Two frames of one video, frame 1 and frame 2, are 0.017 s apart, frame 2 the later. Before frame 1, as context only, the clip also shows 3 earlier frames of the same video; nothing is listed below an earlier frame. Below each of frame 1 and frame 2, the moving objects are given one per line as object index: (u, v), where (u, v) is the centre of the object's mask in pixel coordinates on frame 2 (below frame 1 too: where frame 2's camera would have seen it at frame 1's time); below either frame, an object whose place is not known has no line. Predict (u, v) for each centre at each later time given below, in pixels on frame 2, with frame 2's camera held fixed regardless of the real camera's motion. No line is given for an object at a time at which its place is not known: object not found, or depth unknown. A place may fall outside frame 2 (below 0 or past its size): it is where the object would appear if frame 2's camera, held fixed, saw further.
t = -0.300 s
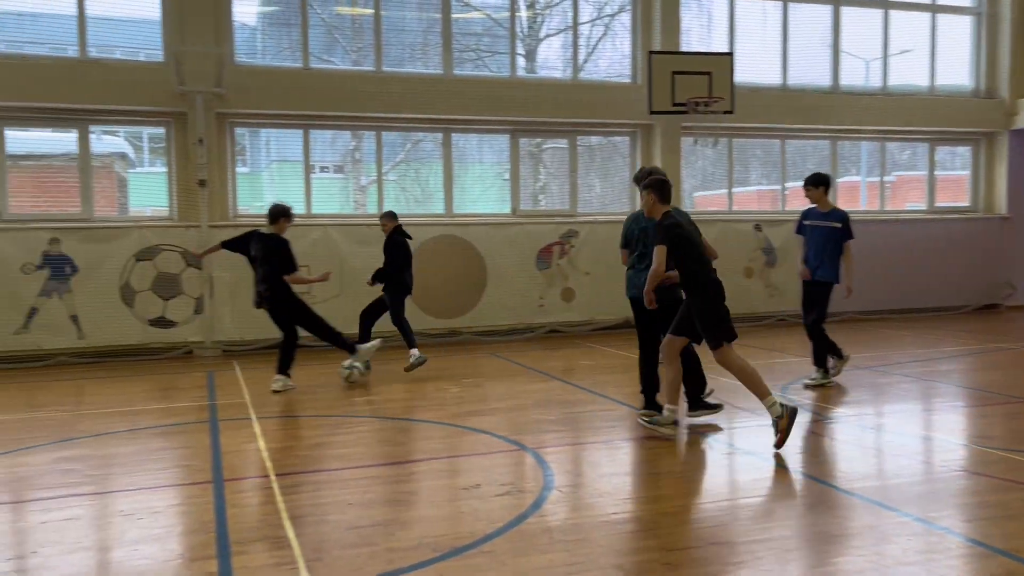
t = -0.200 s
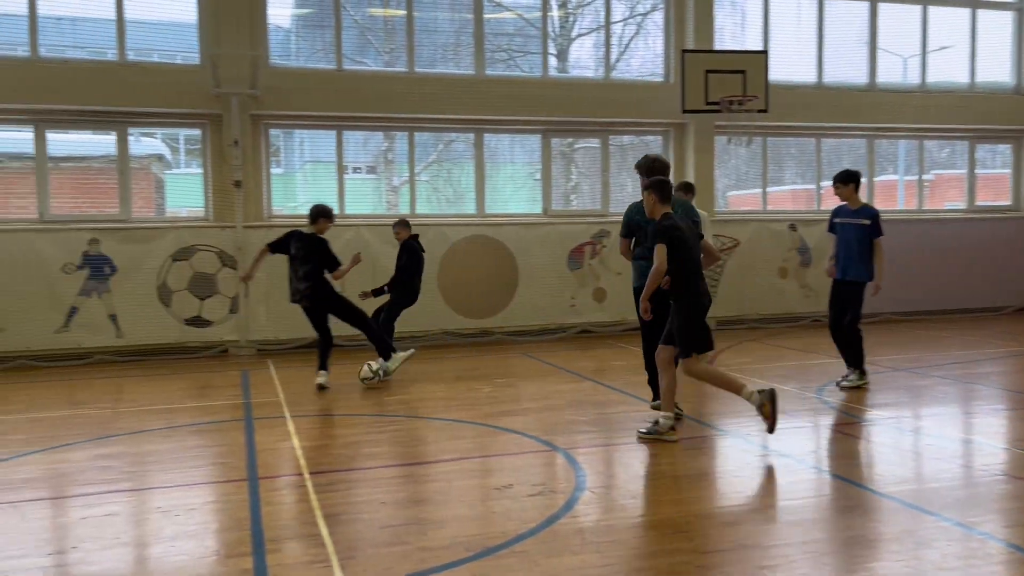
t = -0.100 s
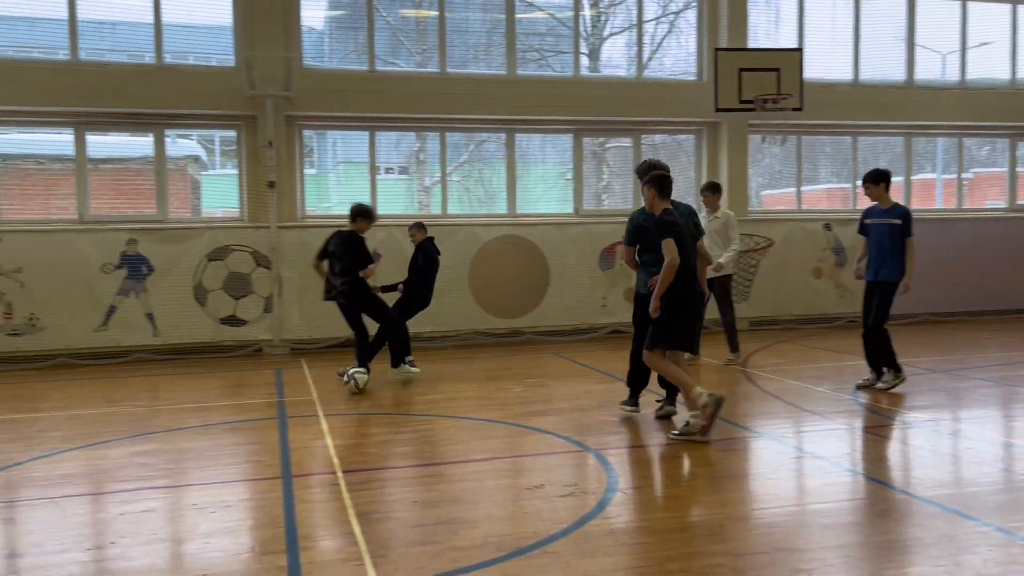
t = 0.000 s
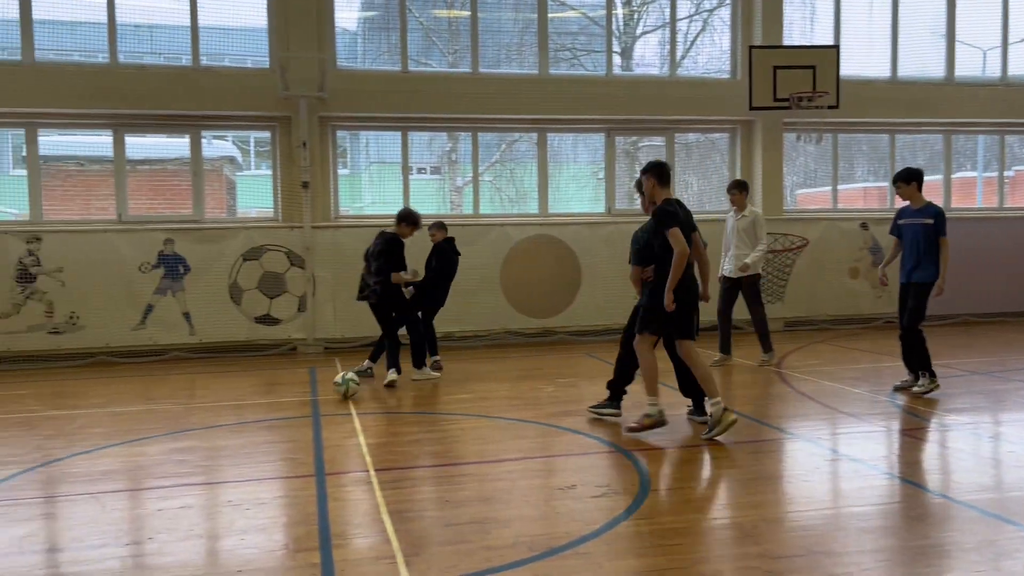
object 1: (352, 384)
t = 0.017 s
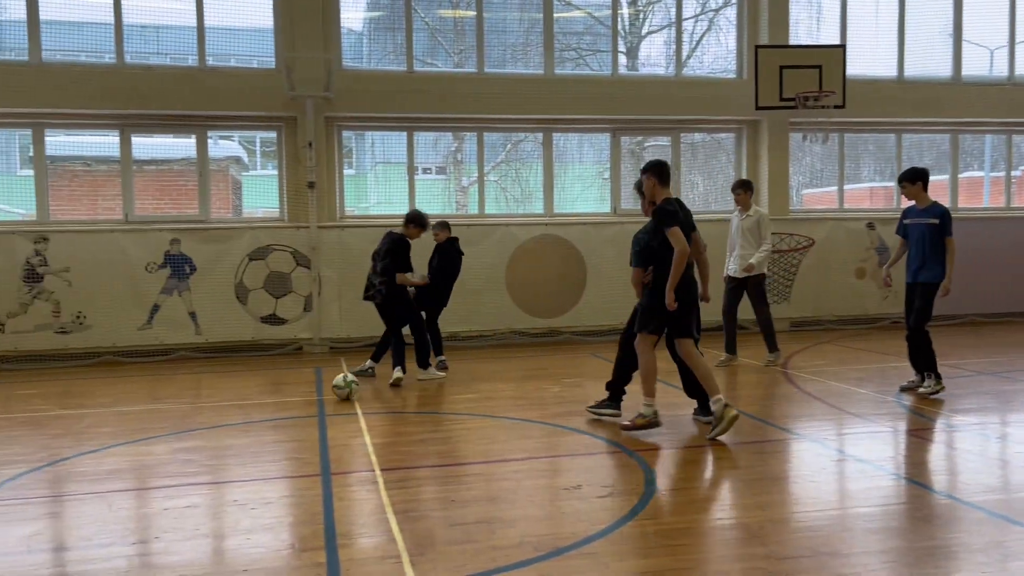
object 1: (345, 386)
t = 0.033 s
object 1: (339, 386)
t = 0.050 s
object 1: (333, 387)
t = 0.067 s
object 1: (326, 387)
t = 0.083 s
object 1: (320, 388)
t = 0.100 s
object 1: (313, 390)
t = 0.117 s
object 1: (307, 391)
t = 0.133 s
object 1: (301, 392)
